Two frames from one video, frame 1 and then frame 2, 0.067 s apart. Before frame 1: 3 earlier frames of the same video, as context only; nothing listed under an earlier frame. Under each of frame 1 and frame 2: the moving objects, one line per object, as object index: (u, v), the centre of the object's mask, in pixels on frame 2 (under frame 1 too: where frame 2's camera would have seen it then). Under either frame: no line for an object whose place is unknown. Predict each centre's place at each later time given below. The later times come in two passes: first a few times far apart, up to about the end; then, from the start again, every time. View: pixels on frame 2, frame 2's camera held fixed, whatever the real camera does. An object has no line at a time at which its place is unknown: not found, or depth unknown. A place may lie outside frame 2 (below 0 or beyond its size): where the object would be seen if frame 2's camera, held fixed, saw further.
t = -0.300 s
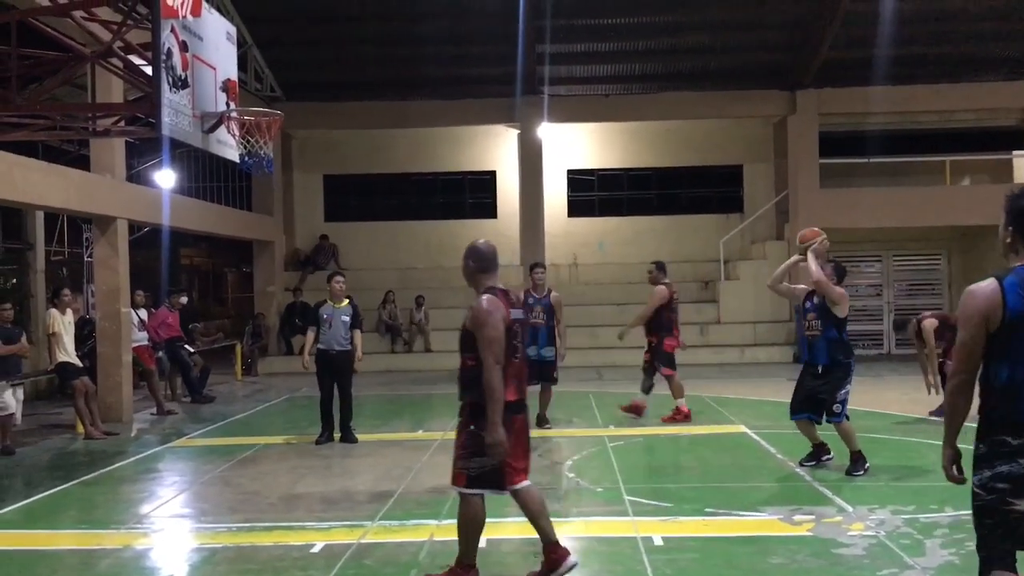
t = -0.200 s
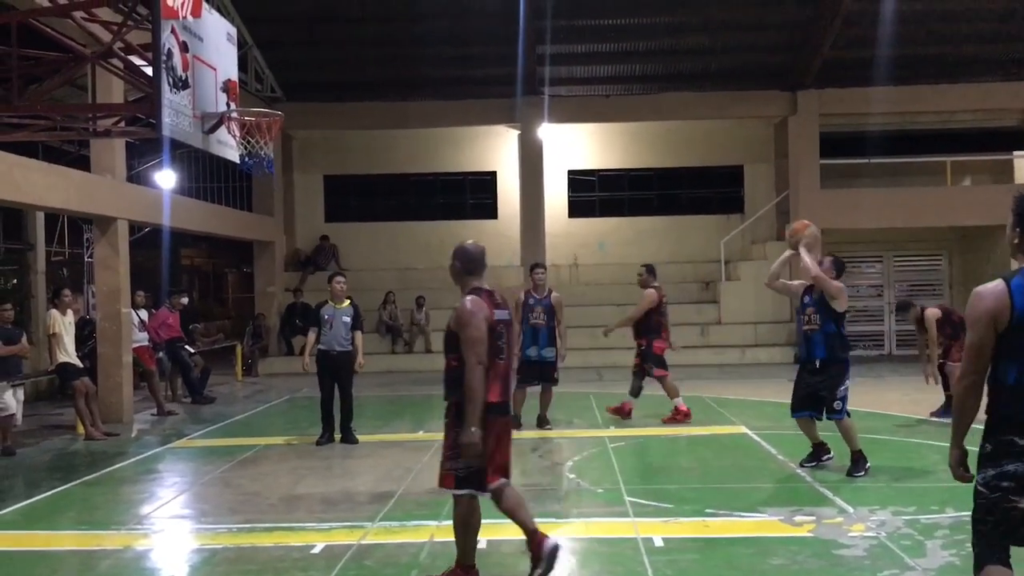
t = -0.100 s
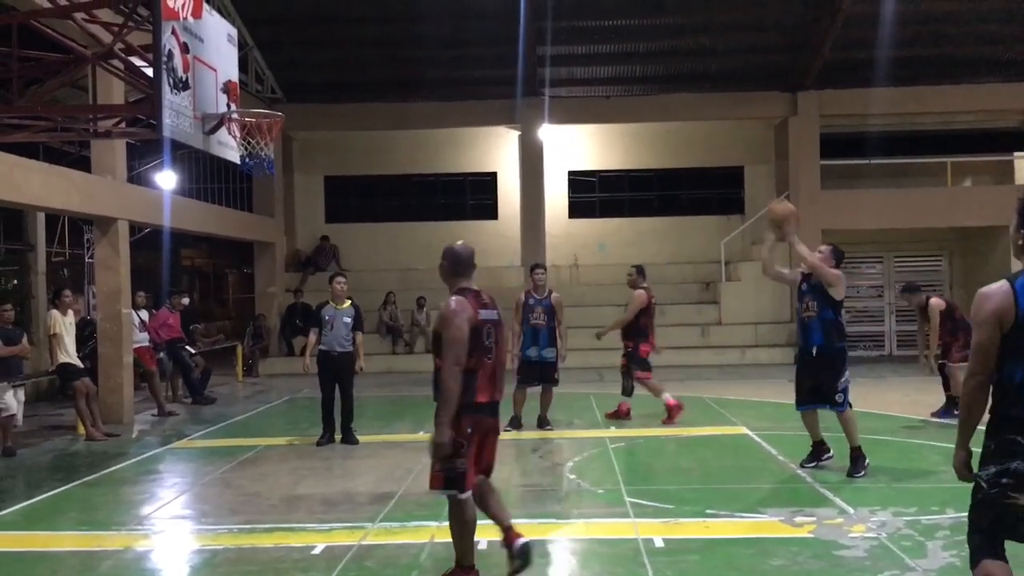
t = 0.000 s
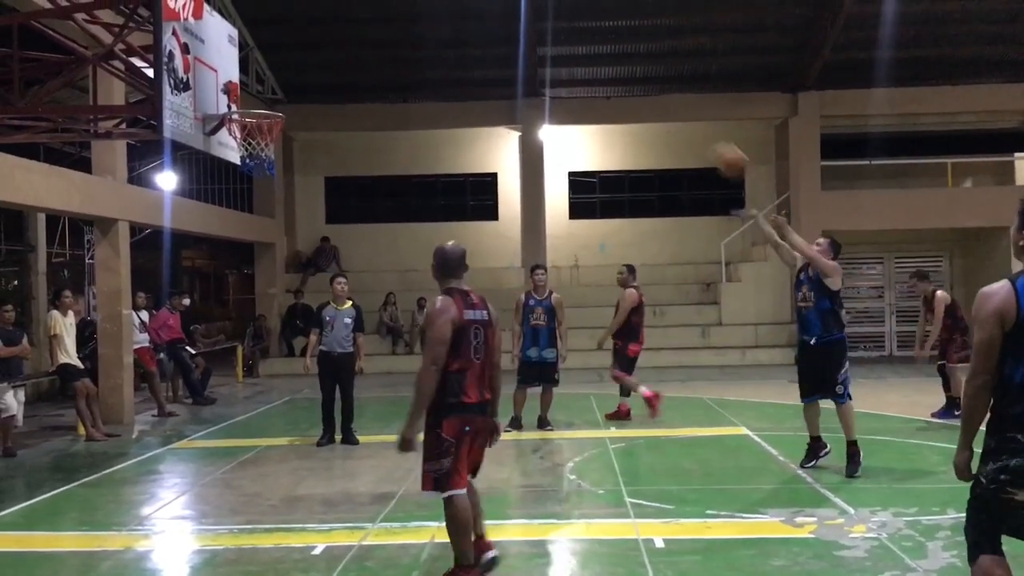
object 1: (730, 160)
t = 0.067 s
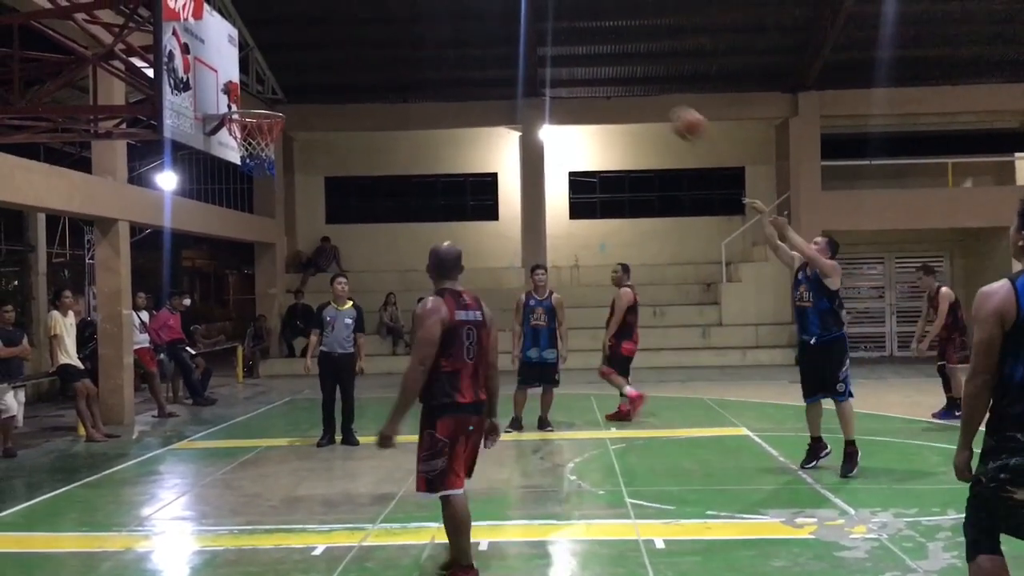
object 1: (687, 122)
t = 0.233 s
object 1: (590, 59)
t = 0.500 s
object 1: (438, 28)
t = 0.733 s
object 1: (312, 69)
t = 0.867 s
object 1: (247, 118)
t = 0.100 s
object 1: (669, 106)
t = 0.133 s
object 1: (649, 90)
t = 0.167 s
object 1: (630, 79)
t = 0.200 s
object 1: (609, 69)
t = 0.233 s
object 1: (590, 59)
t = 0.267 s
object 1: (571, 48)
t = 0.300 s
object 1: (552, 41)
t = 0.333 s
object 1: (535, 36)
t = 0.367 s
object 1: (513, 32)
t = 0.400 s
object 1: (494, 30)
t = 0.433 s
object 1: (476, 28)
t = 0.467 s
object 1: (457, 27)
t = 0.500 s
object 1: (438, 28)
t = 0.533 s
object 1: (419, 30)
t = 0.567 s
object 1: (402, 32)
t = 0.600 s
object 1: (384, 37)
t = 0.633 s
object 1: (365, 43)
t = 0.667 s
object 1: (347, 51)
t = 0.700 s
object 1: (330, 59)
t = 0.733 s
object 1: (312, 69)
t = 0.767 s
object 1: (295, 80)
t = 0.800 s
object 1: (279, 90)
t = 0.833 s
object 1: (261, 100)
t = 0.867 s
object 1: (247, 118)
